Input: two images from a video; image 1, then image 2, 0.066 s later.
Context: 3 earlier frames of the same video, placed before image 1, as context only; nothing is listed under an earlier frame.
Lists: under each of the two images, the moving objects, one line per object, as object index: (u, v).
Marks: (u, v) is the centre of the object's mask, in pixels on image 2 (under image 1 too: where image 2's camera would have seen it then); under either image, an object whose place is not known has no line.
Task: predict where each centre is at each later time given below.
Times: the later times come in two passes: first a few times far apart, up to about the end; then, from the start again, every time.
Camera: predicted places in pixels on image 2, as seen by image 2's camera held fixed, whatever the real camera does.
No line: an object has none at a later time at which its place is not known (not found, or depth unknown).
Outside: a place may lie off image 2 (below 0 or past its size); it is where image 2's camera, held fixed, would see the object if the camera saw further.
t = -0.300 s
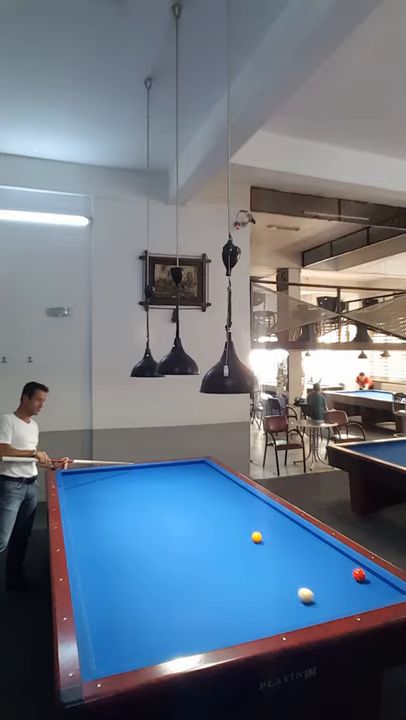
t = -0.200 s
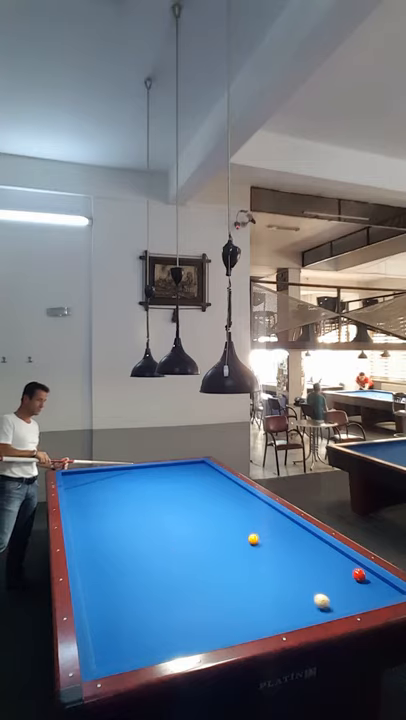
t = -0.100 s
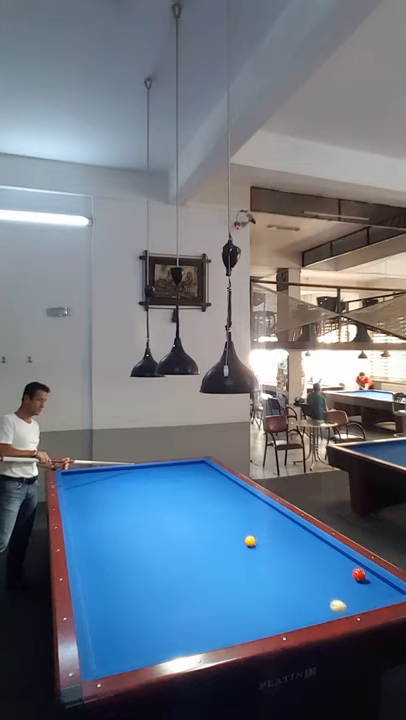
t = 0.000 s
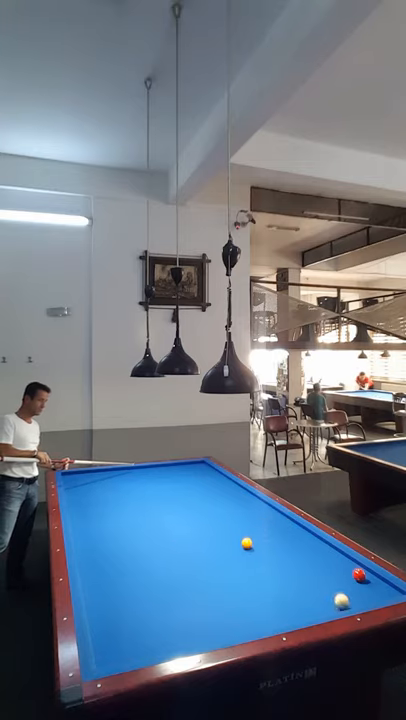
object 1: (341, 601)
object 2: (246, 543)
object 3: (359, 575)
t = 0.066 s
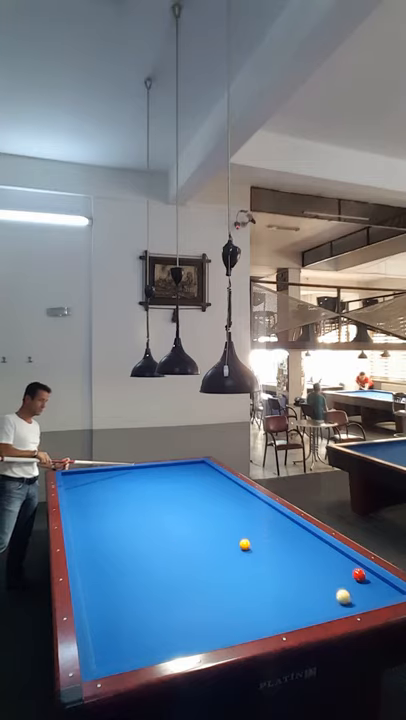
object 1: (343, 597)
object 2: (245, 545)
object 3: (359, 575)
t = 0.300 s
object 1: (349, 583)
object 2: (237, 549)
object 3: (359, 575)
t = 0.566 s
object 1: (345, 573)
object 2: (228, 555)
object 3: (367, 572)
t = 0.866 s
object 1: (336, 565)
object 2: (217, 561)
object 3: (358, 573)
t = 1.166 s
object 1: (329, 558)
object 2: (207, 568)
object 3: (350, 574)
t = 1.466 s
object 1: (322, 551)
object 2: (197, 574)
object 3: (342, 575)
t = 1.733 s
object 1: (317, 546)
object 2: (187, 579)
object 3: (335, 576)
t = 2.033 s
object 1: (311, 541)
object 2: (177, 586)
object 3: (329, 577)
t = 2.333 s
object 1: (306, 536)
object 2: (166, 592)
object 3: (323, 578)
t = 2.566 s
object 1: (303, 533)
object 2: (158, 597)
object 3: (319, 579)
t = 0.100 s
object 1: (344, 595)
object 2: (243, 545)
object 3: (359, 575)
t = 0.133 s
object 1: (345, 592)
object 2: (242, 546)
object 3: (359, 575)
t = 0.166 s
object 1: (345, 591)
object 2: (241, 547)
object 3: (359, 575)
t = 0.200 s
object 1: (346, 589)
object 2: (240, 547)
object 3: (359, 575)
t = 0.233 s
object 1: (347, 587)
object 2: (239, 548)
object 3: (359, 575)
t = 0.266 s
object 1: (348, 585)
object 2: (238, 549)
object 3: (359, 575)
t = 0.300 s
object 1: (349, 583)
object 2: (237, 549)
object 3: (359, 575)
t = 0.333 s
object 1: (349, 581)
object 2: (236, 550)
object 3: (359, 575)
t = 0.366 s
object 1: (350, 579)
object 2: (234, 551)
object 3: (360, 574)
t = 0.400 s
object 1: (350, 578)
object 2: (233, 552)
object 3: (360, 574)
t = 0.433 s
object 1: (349, 577)
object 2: (232, 552)
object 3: (362, 574)
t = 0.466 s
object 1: (347, 576)
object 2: (231, 553)
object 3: (364, 573)
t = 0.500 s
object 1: (346, 575)
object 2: (230, 553)
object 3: (365, 573)
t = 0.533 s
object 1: (345, 574)
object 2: (229, 554)
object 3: (366, 572)
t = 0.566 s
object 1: (345, 573)
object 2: (228, 555)
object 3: (367, 572)
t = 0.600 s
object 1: (344, 572)
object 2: (227, 556)
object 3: (367, 572)
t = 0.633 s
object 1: (343, 571)
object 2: (226, 556)
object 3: (365, 572)
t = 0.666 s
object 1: (342, 570)
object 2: (224, 557)
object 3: (365, 572)
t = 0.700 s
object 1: (341, 569)
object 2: (223, 557)
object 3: (363, 572)
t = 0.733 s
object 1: (340, 568)
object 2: (222, 558)
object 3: (362, 572)
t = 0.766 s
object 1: (339, 567)
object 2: (221, 559)
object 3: (361, 572)
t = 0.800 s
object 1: (338, 567)
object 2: (220, 560)
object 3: (360, 573)
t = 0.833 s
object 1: (337, 566)
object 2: (219, 561)
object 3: (359, 573)
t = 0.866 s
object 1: (336, 565)
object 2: (217, 561)
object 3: (358, 573)
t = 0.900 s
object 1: (335, 564)
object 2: (216, 562)
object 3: (357, 573)
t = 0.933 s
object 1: (335, 563)
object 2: (215, 563)
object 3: (356, 573)
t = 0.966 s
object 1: (334, 562)
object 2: (214, 563)
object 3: (355, 573)
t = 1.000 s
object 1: (333, 562)
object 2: (213, 564)
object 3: (354, 574)
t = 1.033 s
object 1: (332, 561)
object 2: (212, 565)
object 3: (353, 574)
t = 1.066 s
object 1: (331, 560)
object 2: (210, 565)
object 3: (352, 574)
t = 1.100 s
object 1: (330, 559)
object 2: (209, 566)
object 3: (351, 574)
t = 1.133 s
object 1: (330, 559)
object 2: (208, 567)
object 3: (350, 574)
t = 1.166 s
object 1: (329, 558)
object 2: (207, 568)
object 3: (350, 574)
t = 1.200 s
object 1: (328, 557)
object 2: (206, 568)
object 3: (349, 574)
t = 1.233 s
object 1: (327, 556)
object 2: (205, 569)
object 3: (348, 574)
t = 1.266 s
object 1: (326, 555)
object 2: (204, 570)
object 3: (347, 575)
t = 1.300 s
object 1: (326, 555)
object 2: (202, 570)
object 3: (346, 575)
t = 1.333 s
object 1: (325, 554)
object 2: (201, 571)
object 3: (345, 575)
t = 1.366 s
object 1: (324, 553)
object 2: (200, 572)
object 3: (344, 575)
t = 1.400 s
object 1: (324, 553)
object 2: (199, 573)
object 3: (344, 575)
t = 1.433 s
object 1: (323, 552)
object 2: (198, 573)
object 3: (343, 575)
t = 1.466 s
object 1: (322, 551)
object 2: (197, 574)
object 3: (342, 575)
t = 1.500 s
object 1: (321, 551)
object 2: (195, 575)
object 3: (341, 575)
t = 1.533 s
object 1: (321, 550)
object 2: (194, 575)
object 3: (340, 575)
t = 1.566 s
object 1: (320, 549)
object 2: (193, 576)
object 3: (339, 576)
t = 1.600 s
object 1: (319, 549)
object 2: (192, 577)
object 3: (339, 576)
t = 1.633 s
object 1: (319, 548)
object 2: (191, 577)
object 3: (338, 576)
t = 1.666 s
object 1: (318, 548)
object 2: (190, 578)
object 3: (337, 576)
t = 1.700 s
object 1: (318, 547)
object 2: (189, 579)
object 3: (336, 576)
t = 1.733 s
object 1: (317, 546)
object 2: (187, 579)
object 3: (335, 576)
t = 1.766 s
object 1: (316, 545)
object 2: (186, 580)
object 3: (335, 577)
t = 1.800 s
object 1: (315, 545)
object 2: (185, 581)
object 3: (334, 577)
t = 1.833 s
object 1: (315, 544)
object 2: (184, 582)
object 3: (333, 577)
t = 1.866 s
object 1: (314, 544)
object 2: (183, 583)
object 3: (332, 577)
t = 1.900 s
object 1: (314, 543)
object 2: (181, 584)
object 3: (332, 577)
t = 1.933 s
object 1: (313, 543)
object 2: (180, 584)
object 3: (331, 577)
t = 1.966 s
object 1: (312, 542)
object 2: (179, 585)
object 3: (330, 577)
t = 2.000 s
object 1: (312, 542)
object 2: (178, 585)
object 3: (329, 577)
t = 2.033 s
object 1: (311, 541)
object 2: (177, 586)
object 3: (329, 577)
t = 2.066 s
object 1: (311, 540)
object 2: (175, 587)
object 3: (328, 577)
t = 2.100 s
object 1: (310, 540)
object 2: (174, 588)
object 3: (327, 577)
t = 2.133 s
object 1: (309, 539)
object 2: (173, 588)
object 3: (327, 578)
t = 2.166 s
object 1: (309, 539)
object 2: (172, 589)
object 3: (326, 578)
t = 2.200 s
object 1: (308, 538)
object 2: (171, 590)
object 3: (326, 578)
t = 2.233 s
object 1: (308, 538)
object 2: (170, 590)
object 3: (325, 578)
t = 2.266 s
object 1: (307, 537)
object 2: (169, 591)
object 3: (324, 578)
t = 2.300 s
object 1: (307, 537)
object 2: (167, 592)
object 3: (324, 578)
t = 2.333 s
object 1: (306, 536)
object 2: (166, 592)
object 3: (323, 578)
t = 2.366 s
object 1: (306, 536)
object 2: (165, 593)
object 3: (323, 578)
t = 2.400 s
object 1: (305, 535)
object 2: (164, 594)
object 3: (322, 578)
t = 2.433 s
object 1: (305, 535)
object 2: (163, 594)
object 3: (321, 578)
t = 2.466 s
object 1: (304, 534)
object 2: (162, 595)
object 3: (320, 578)
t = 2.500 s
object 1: (304, 534)
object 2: (160, 596)
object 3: (320, 578)
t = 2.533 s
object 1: (303, 533)
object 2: (159, 597)
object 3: (319, 578)
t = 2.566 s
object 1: (303, 533)
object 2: (158, 597)
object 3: (319, 579)
